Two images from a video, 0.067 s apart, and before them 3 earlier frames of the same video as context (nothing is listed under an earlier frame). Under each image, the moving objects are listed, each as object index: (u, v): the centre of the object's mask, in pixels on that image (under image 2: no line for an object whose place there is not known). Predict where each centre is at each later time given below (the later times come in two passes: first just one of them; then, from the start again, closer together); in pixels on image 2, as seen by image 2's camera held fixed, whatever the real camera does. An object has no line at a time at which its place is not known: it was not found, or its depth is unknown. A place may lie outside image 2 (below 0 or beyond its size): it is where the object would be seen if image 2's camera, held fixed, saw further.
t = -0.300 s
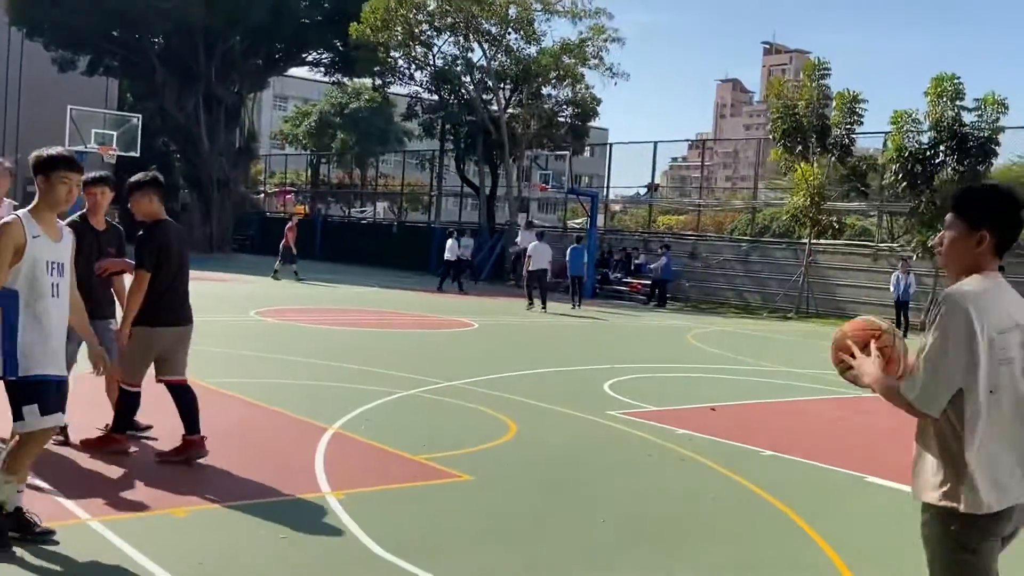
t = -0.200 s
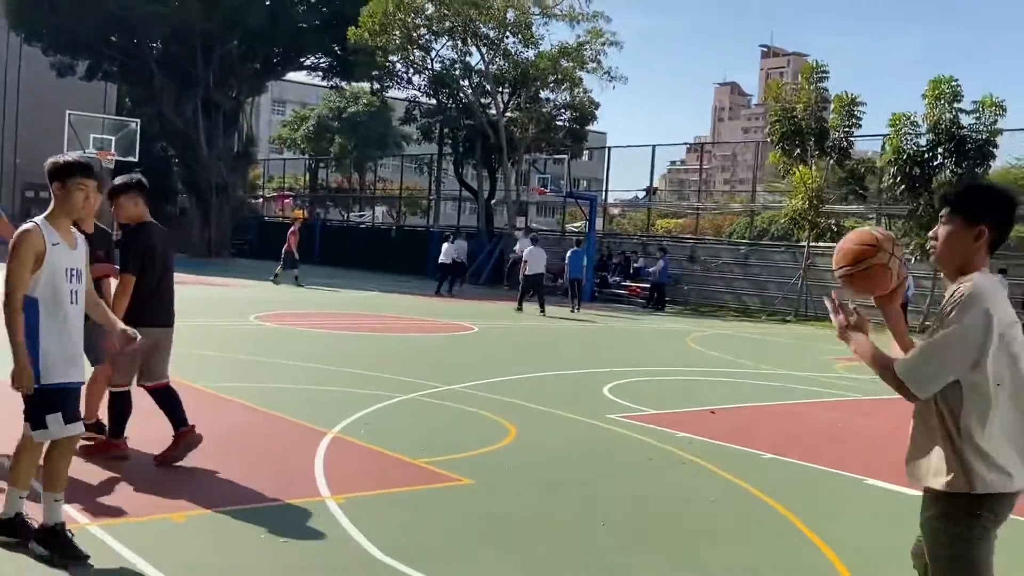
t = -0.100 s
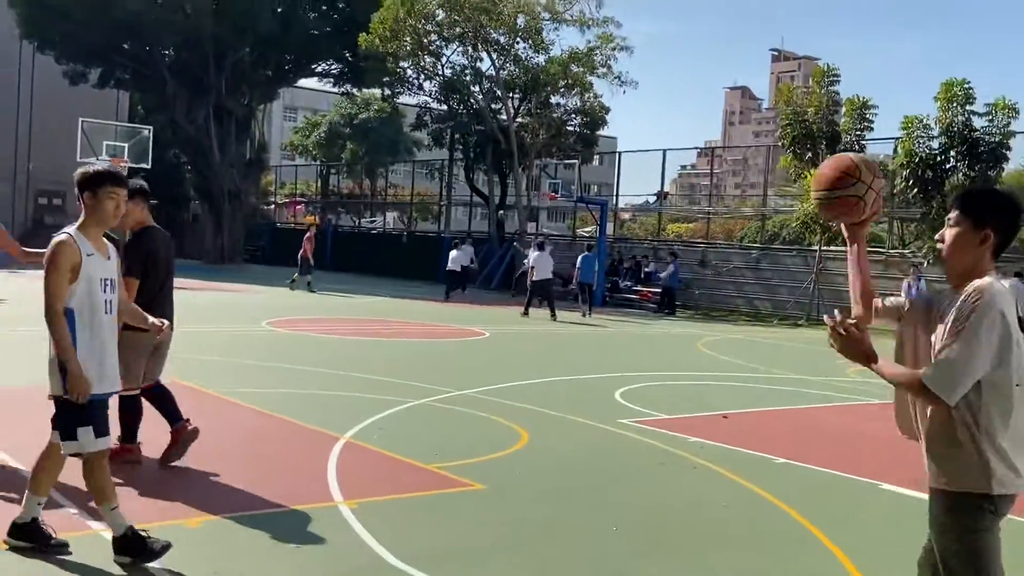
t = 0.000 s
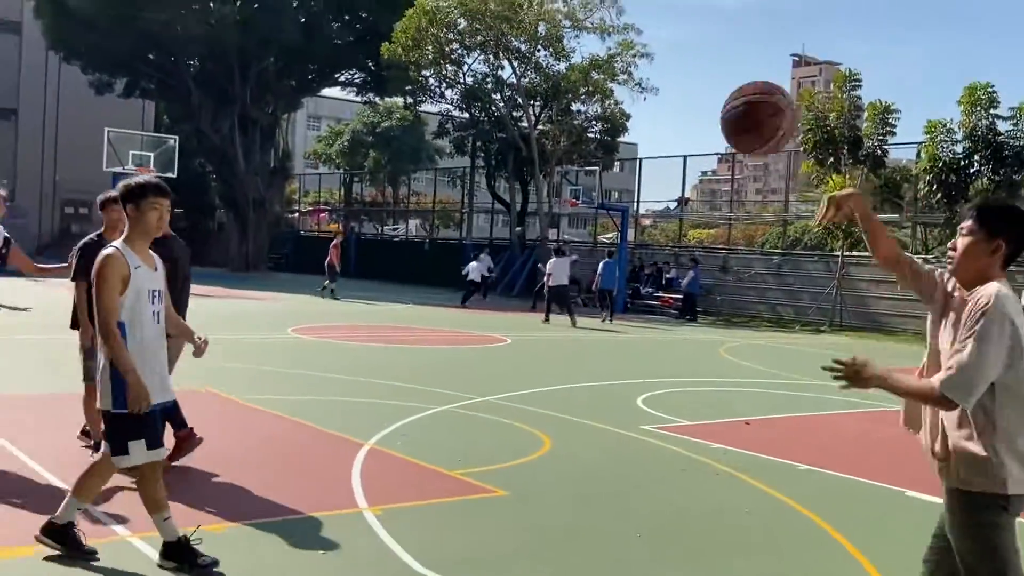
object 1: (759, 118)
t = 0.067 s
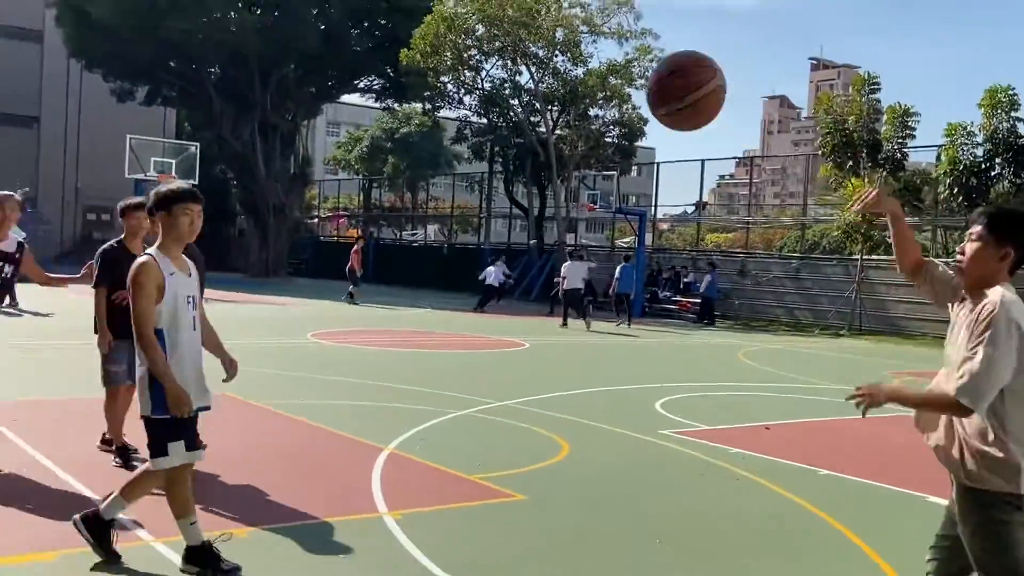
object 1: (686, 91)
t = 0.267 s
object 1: (348, 76)
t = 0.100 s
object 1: (638, 79)
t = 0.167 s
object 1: (531, 67)
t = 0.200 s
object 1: (473, 66)
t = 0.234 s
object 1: (412, 68)
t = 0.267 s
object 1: (348, 76)
